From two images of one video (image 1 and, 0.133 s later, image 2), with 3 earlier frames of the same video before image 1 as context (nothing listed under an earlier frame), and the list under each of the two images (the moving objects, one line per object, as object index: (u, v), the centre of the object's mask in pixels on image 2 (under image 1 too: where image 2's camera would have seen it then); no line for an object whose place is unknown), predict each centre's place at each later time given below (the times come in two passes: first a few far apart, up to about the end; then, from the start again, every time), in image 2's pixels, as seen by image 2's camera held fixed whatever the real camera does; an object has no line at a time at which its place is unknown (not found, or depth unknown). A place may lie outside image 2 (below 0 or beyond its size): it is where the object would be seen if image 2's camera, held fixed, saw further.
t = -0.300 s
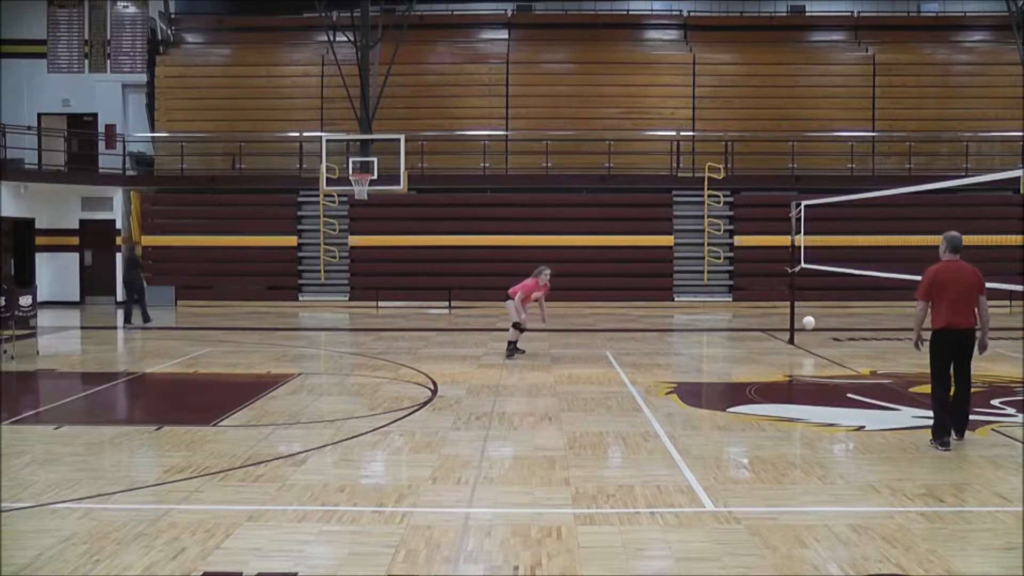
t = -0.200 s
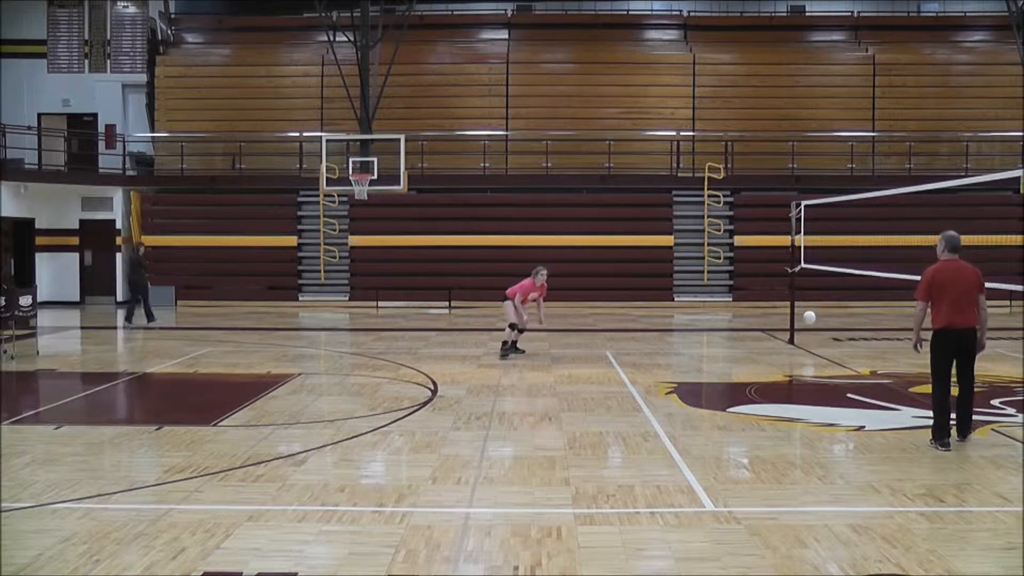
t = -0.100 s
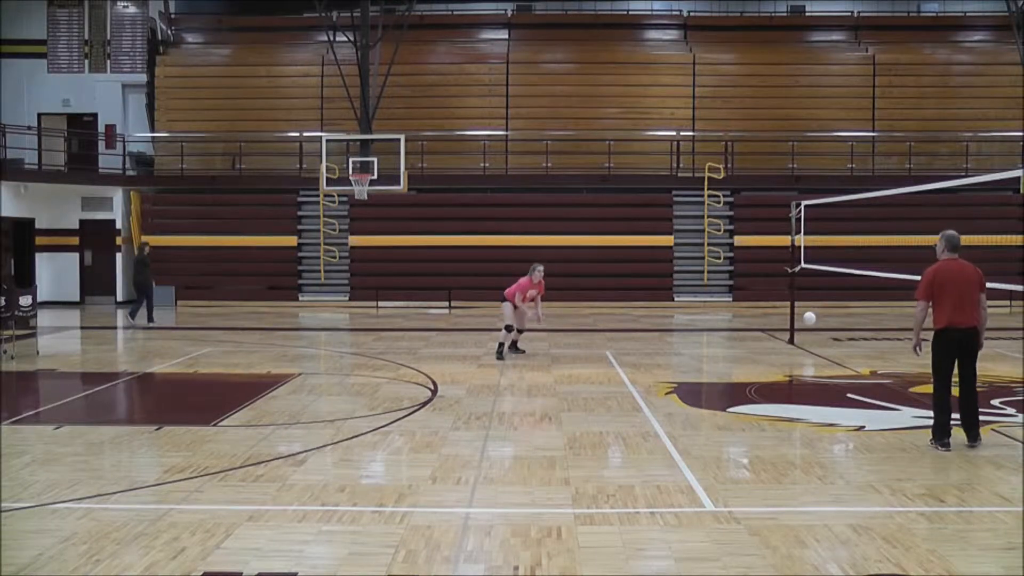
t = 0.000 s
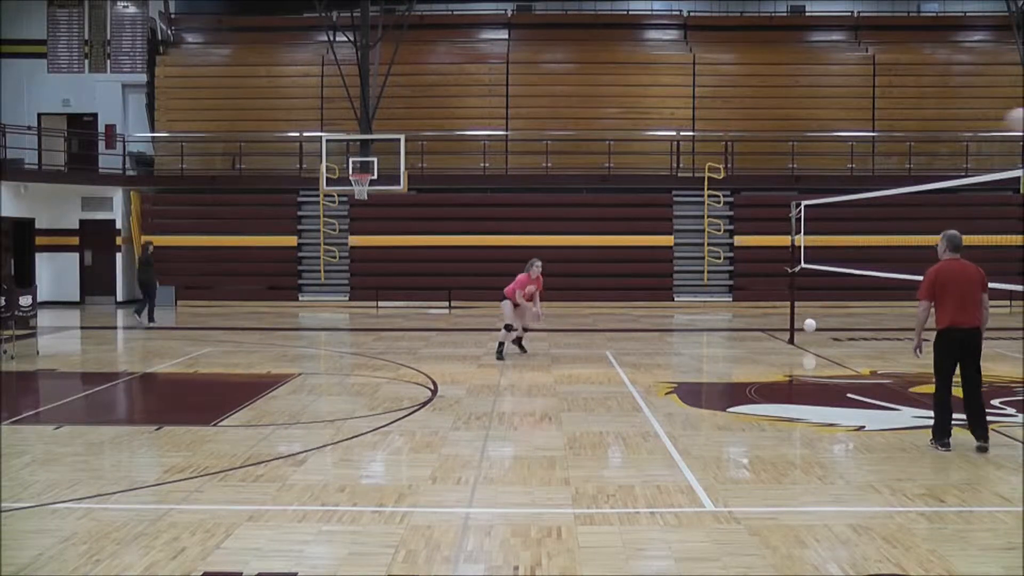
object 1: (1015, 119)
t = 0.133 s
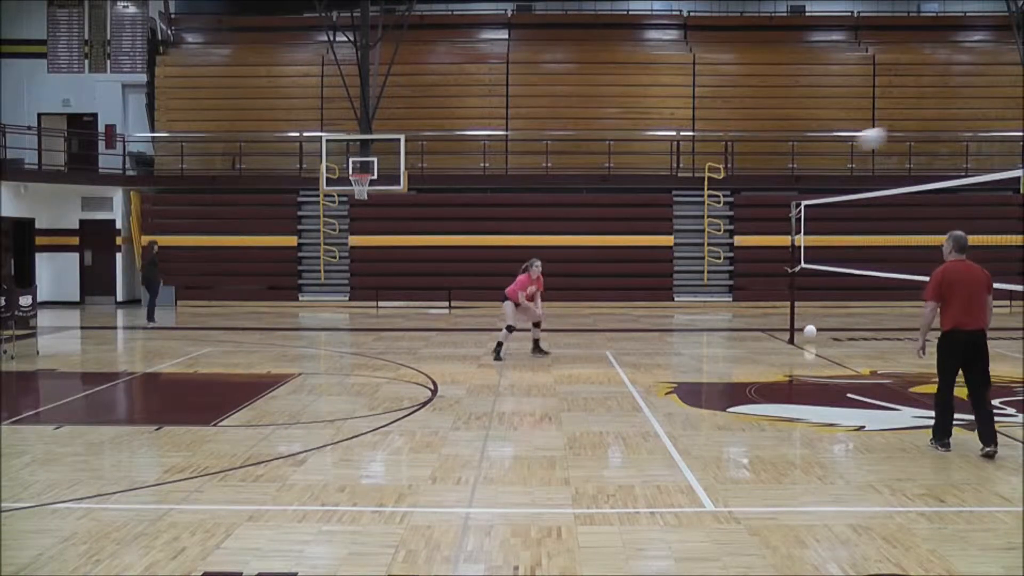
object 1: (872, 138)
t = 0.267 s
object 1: (754, 173)
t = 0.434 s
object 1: (642, 227)
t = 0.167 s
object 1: (839, 146)
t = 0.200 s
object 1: (809, 154)
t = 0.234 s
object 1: (781, 163)
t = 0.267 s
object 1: (754, 173)
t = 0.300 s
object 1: (729, 183)
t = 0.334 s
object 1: (705, 193)
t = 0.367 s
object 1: (682, 205)
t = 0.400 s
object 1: (661, 216)
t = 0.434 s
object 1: (642, 227)
